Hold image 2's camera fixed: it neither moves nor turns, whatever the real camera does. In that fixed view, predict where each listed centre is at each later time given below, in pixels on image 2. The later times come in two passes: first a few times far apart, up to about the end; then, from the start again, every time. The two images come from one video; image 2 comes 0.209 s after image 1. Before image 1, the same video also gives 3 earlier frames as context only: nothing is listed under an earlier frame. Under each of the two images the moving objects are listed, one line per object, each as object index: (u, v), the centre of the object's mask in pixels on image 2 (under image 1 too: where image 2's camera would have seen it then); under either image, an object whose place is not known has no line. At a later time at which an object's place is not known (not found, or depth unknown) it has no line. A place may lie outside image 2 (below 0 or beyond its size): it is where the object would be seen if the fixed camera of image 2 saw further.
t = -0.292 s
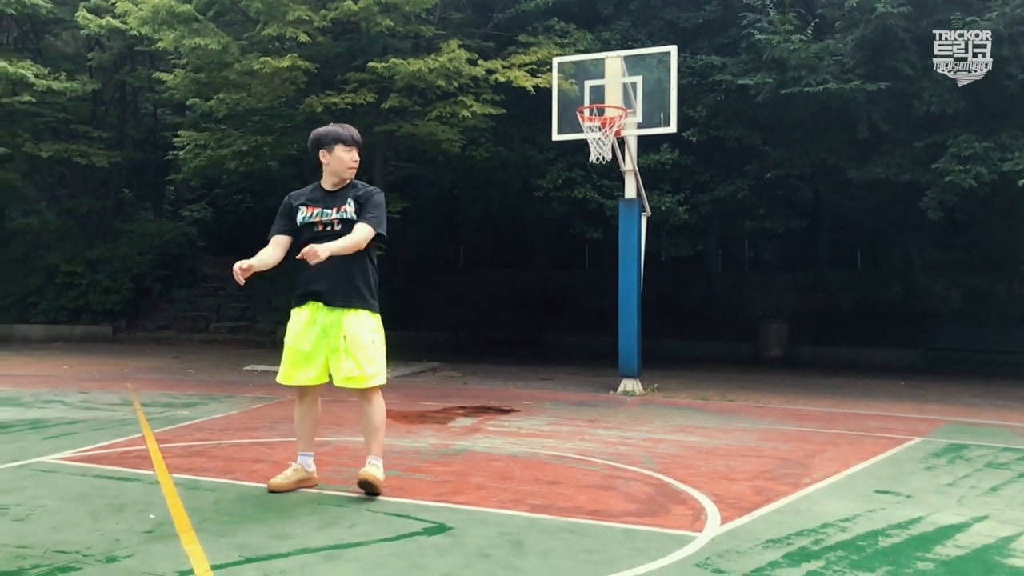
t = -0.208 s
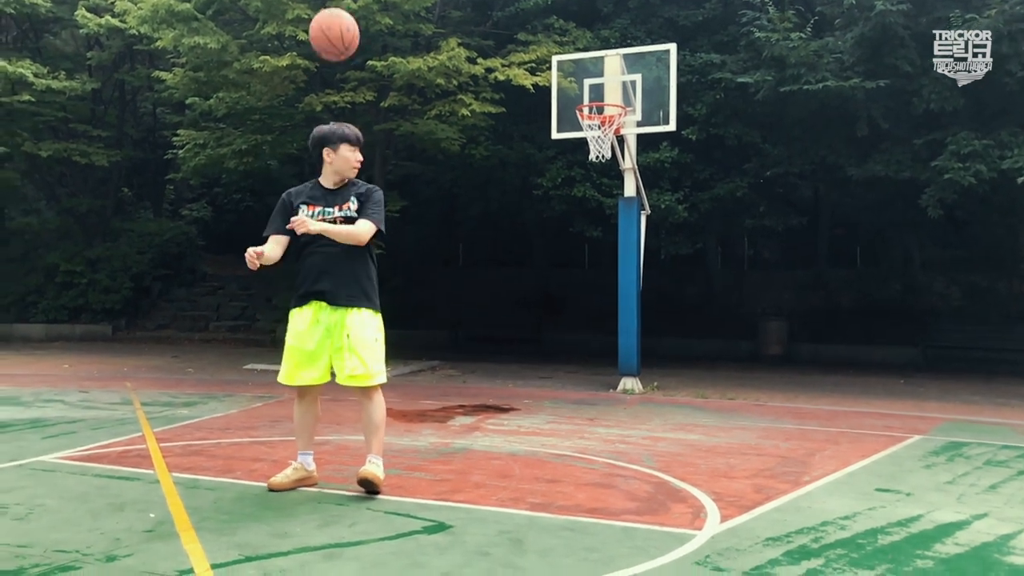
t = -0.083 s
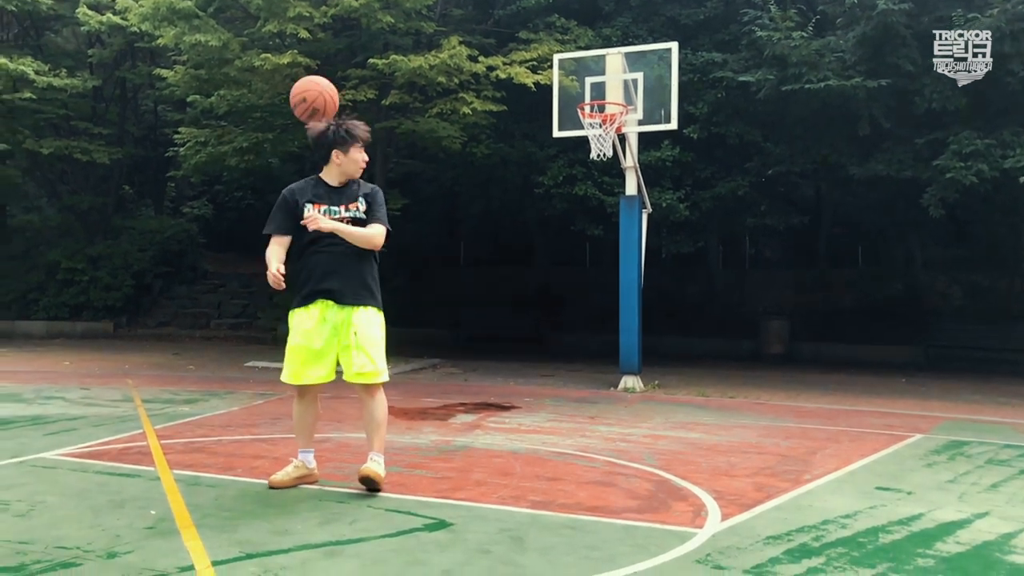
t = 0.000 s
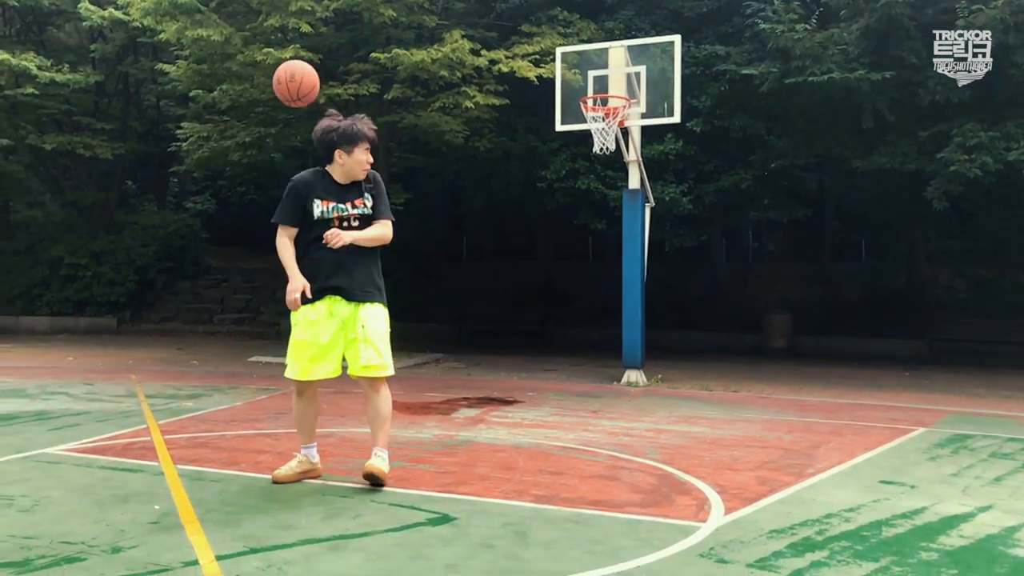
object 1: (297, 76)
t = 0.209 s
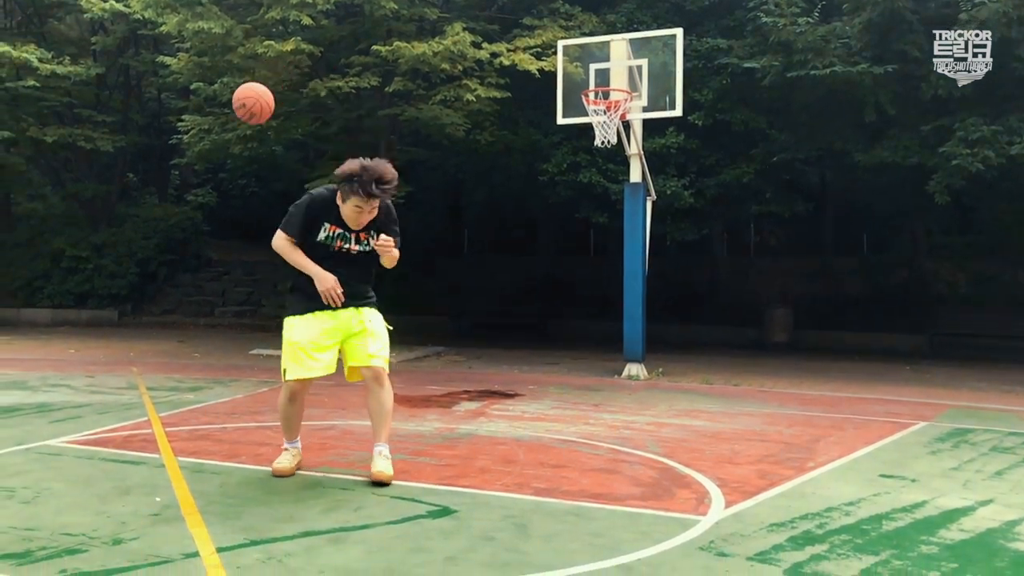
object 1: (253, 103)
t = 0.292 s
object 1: (238, 131)
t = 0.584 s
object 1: (195, 288)
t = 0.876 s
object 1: (166, 299)
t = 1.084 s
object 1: (152, 228)
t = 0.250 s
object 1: (245, 116)
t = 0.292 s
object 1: (238, 131)
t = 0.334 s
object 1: (231, 148)
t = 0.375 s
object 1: (224, 168)
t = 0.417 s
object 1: (218, 189)
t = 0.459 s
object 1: (212, 211)
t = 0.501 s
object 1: (206, 236)
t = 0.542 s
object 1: (201, 261)
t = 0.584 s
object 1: (195, 288)
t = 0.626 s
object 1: (189, 316)
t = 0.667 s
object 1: (183, 345)
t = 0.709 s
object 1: (177, 376)
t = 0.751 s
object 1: (173, 372)
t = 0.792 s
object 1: (171, 345)
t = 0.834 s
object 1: (169, 320)
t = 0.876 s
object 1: (166, 299)
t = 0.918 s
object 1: (163, 279)
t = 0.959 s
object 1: (160, 263)
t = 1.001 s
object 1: (157, 248)
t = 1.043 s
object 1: (154, 237)
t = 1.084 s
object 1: (152, 228)
